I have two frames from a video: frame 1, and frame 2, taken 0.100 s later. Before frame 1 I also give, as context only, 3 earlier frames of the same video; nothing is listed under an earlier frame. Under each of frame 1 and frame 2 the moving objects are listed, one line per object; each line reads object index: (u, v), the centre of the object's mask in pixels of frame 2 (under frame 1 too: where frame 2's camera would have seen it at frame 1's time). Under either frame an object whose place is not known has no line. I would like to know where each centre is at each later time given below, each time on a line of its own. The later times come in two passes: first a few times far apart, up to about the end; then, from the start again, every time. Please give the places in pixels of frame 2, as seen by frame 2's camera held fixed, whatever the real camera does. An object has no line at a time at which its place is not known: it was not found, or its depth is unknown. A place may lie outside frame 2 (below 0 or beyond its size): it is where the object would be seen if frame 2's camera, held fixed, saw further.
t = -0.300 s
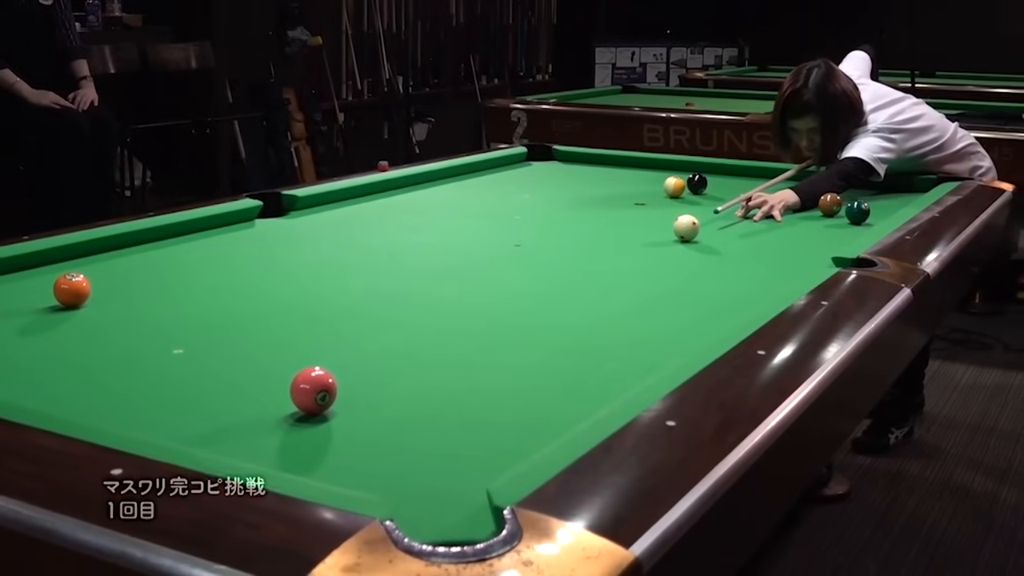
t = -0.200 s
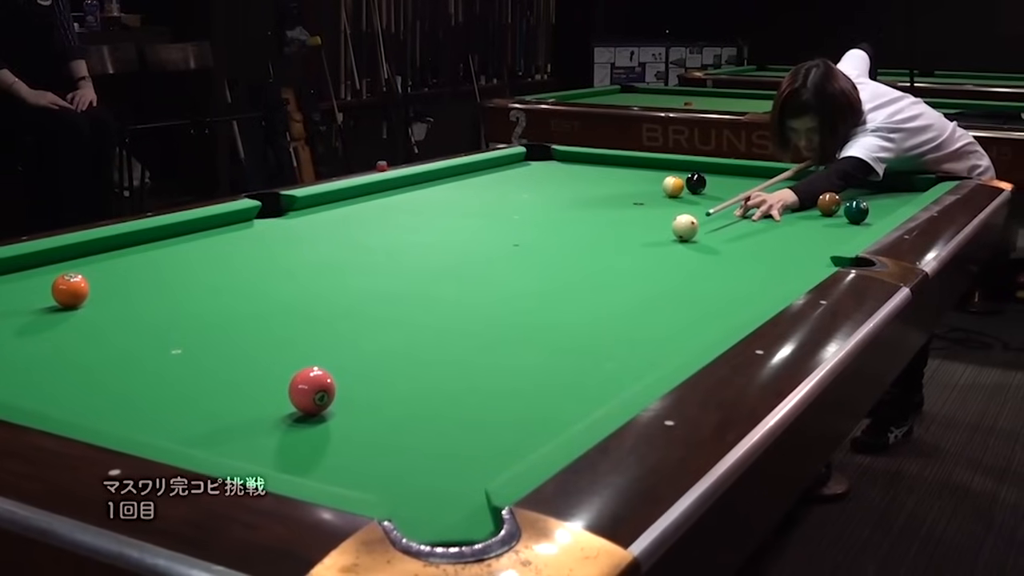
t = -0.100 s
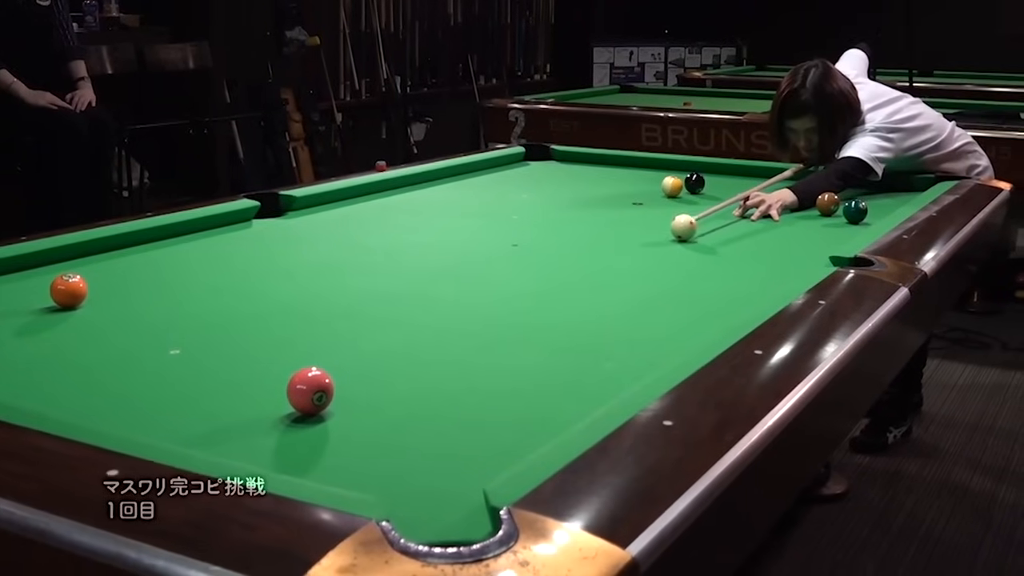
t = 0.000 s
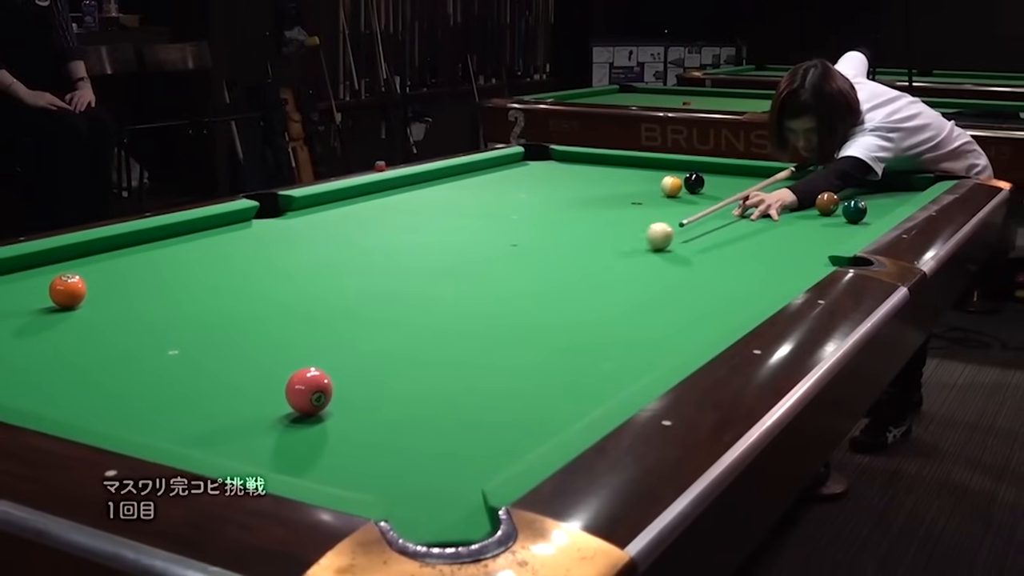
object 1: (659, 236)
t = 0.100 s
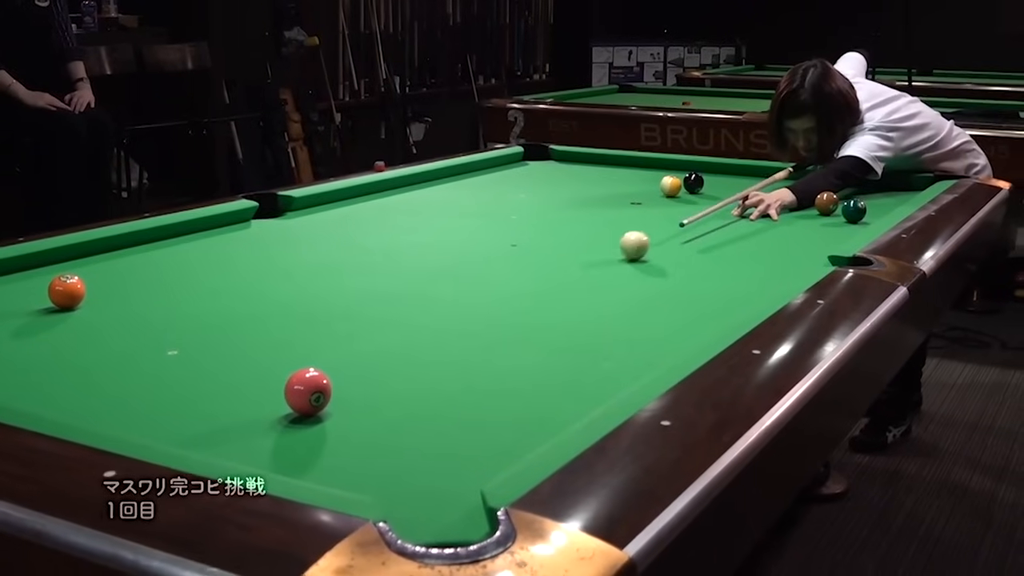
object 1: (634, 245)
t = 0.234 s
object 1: (599, 259)
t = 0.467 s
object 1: (528, 287)
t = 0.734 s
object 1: (425, 328)
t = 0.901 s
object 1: (346, 359)
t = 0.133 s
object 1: (626, 249)
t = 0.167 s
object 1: (617, 252)
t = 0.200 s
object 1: (608, 256)
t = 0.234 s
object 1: (599, 259)
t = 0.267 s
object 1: (590, 263)
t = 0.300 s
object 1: (581, 267)
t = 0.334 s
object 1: (570, 271)
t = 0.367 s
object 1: (560, 274)
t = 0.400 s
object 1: (550, 279)
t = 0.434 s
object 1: (539, 283)
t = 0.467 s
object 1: (528, 287)
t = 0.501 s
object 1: (516, 292)
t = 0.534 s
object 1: (505, 296)
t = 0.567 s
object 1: (492, 301)
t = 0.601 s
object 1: (480, 306)
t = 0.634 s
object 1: (467, 312)
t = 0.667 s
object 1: (454, 317)
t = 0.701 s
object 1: (439, 323)
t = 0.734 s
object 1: (425, 328)
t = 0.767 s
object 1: (411, 334)
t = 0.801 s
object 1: (395, 340)
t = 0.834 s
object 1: (379, 346)
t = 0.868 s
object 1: (363, 353)
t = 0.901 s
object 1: (346, 359)
